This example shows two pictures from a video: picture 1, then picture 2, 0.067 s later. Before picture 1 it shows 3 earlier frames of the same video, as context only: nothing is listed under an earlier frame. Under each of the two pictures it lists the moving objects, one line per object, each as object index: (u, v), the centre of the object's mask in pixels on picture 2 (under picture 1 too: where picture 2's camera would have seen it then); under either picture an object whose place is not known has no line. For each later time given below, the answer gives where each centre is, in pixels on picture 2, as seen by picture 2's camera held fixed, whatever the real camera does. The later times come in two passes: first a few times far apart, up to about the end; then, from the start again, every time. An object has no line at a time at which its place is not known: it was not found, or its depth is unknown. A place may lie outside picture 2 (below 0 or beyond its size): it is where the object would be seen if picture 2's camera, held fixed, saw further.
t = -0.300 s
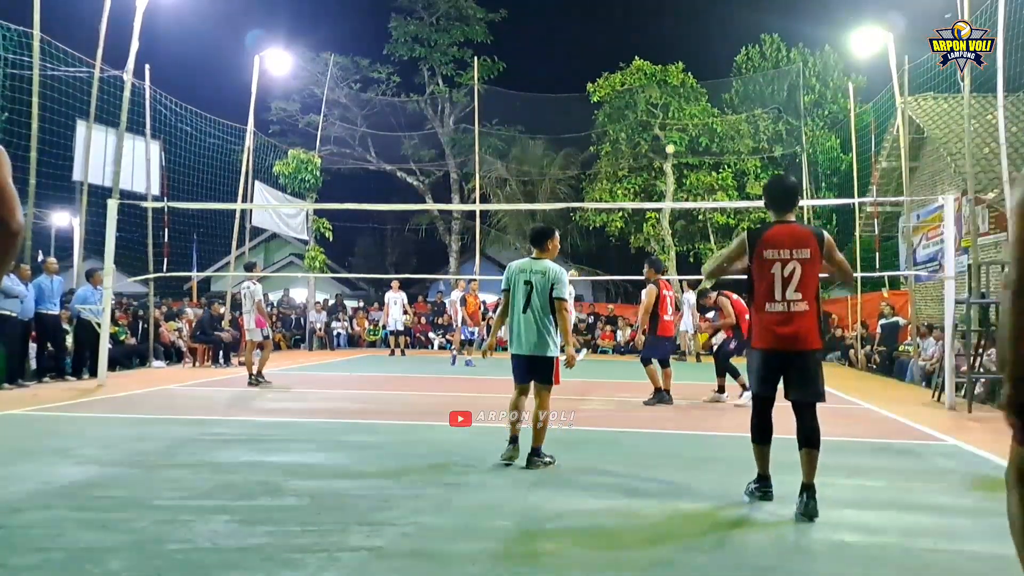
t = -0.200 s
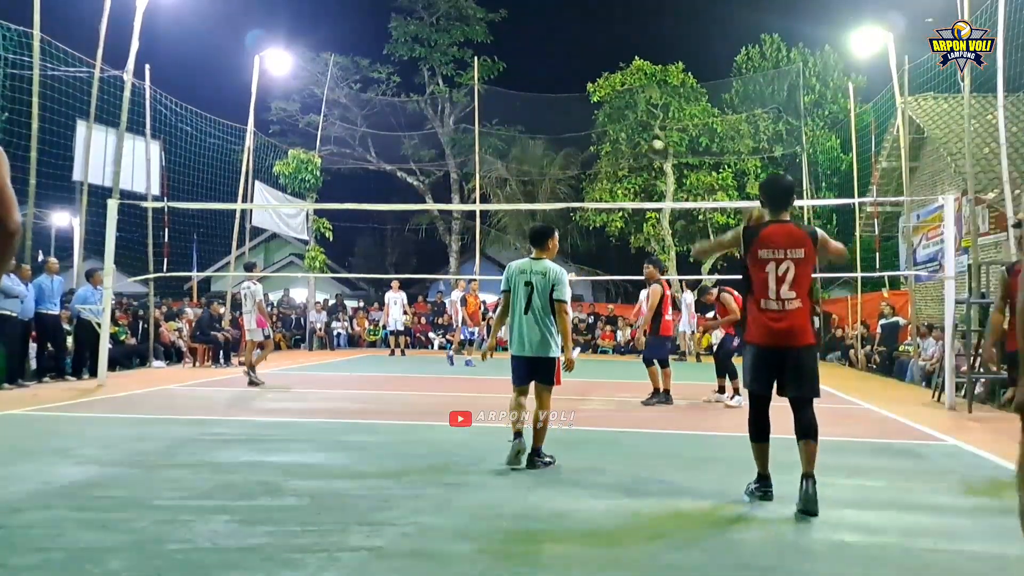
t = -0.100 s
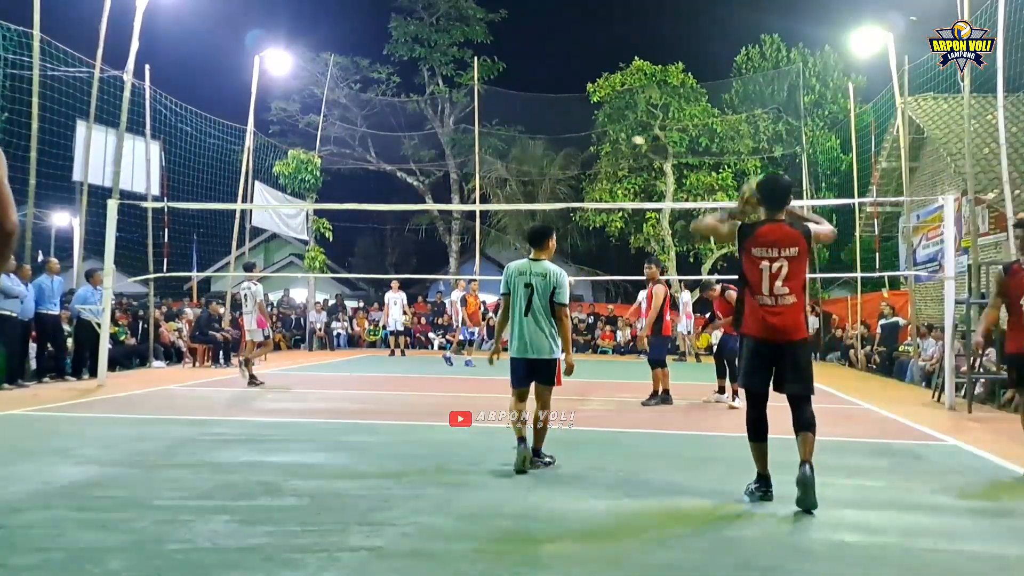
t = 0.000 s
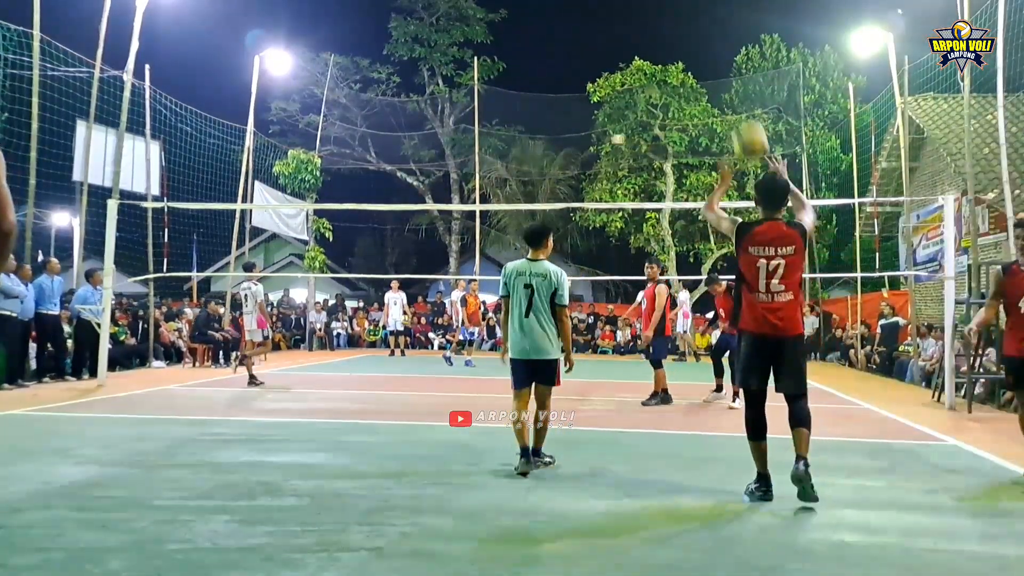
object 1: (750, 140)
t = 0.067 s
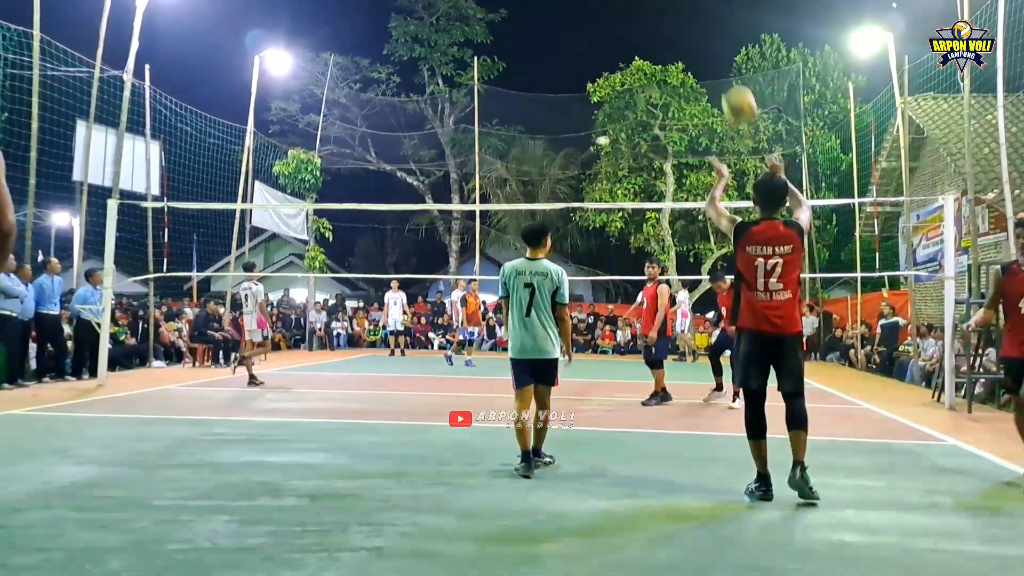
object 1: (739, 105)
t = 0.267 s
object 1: (713, 49)
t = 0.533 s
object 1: (686, 57)
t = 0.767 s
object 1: (668, 117)
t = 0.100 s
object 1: (734, 92)
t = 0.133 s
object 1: (730, 79)
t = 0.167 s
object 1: (725, 69)
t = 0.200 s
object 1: (720, 61)
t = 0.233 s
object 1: (716, 54)
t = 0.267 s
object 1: (713, 49)
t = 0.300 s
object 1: (708, 45)
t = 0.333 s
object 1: (705, 43)
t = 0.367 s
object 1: (701, 43)
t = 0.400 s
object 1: (698, 43)
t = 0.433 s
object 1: (695, 45)
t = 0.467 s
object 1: (692, 48)
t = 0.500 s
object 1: (689, 53)
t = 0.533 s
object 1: (686, 57)
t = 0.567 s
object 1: (683, 63)
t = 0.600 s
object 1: (681, 71)
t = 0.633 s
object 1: (678, 78)
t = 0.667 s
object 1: (675, 87)
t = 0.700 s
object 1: (673, 96)
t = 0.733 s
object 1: (670, 107)
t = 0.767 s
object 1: (668, 117)
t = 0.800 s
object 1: (666, 129)
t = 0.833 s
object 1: (664, 142)
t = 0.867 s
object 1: (662, 154)
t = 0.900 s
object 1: (659, 166)
